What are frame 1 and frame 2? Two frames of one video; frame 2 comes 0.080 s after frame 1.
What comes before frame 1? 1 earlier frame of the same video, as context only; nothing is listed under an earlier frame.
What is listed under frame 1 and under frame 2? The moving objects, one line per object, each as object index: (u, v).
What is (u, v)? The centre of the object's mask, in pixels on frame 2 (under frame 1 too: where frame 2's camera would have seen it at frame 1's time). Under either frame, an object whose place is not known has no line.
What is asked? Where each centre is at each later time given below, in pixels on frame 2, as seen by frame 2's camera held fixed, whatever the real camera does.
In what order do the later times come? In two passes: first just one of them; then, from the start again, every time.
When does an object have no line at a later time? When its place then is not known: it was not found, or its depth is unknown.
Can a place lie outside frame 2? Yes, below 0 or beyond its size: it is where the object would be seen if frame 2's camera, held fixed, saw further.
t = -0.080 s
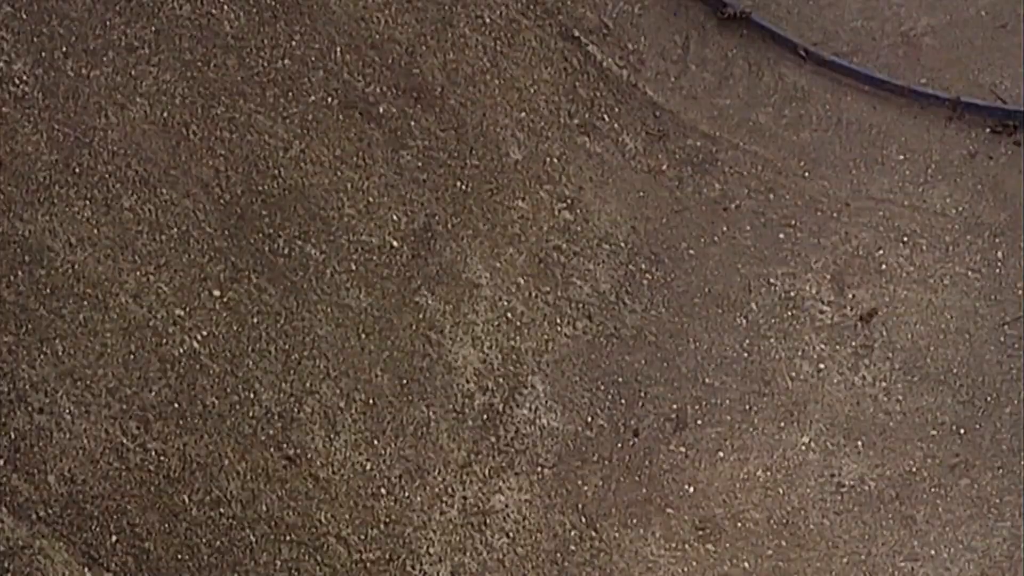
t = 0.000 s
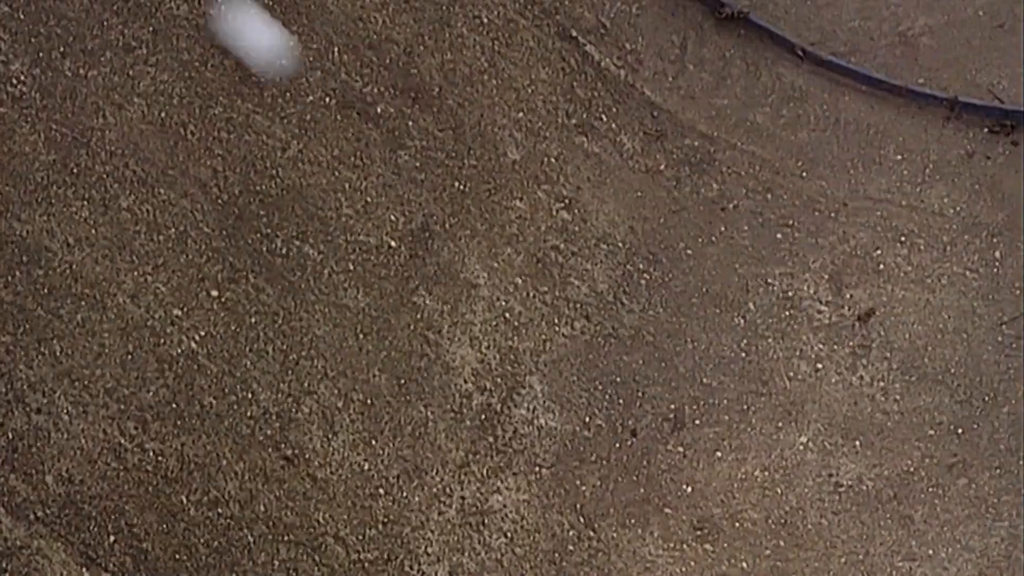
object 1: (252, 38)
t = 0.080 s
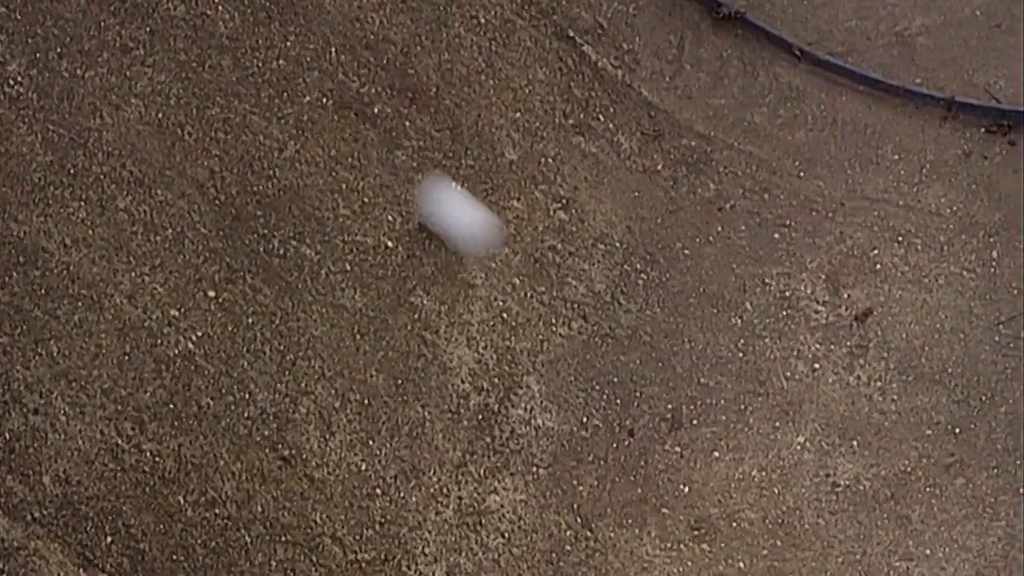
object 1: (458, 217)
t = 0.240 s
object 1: (910, 433)
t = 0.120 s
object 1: (563, 303)
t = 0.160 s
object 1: (671, 362)
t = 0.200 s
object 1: (786, 397)
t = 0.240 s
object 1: (910, 433)
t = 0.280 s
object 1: (1033, 459)
